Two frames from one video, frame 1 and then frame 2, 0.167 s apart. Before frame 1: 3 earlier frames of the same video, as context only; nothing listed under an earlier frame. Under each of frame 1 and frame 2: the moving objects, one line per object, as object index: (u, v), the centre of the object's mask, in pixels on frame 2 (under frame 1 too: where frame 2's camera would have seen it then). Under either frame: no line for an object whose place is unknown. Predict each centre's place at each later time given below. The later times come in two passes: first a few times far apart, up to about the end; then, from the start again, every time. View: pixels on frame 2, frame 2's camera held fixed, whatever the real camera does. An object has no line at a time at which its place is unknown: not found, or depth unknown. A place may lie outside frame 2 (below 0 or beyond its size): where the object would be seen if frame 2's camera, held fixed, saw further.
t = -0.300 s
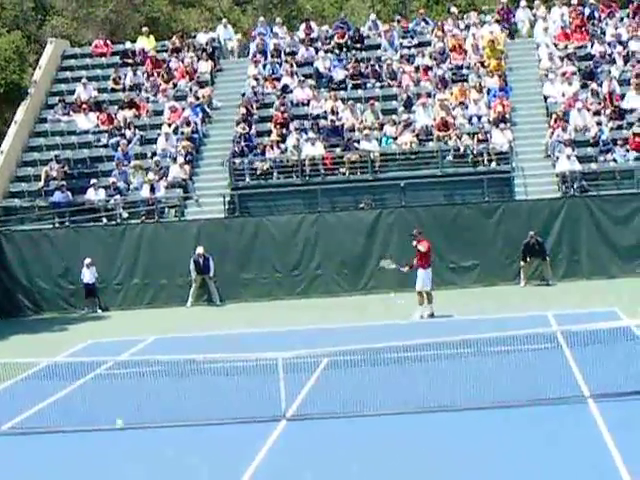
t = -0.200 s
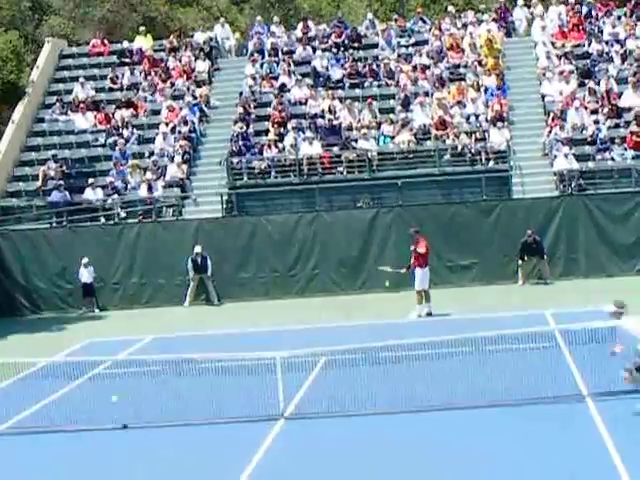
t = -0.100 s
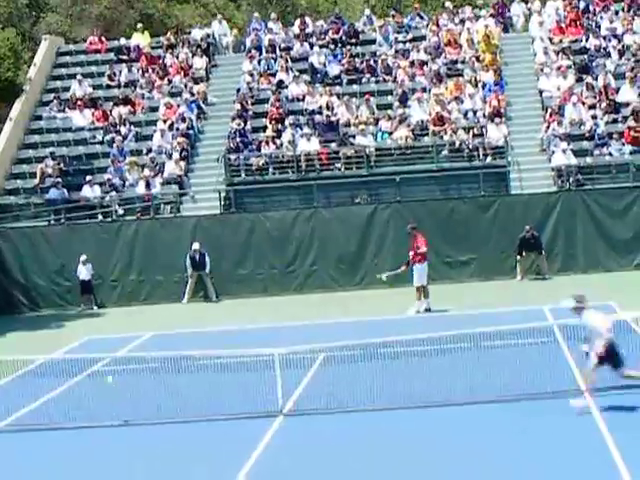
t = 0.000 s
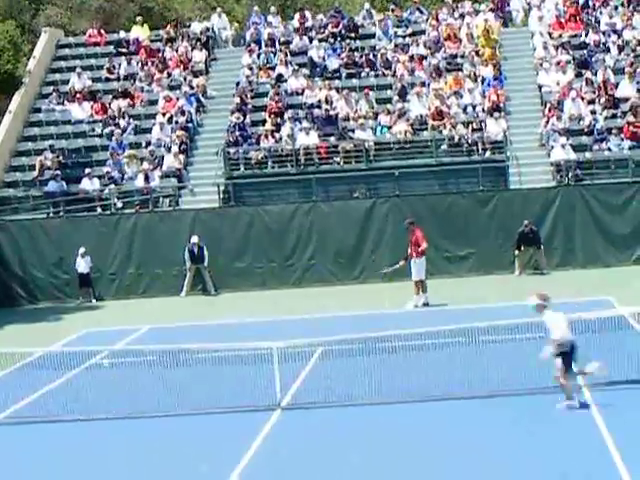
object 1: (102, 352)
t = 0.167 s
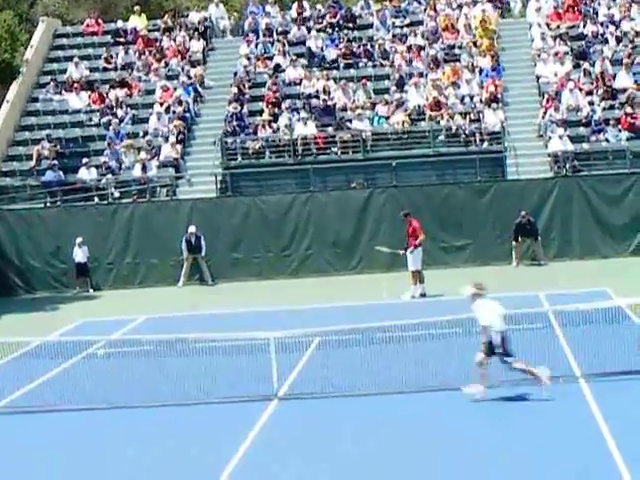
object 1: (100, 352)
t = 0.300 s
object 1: (98, 366)
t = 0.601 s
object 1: (95, 407)
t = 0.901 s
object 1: (86, 412)
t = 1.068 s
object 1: (79, 415)
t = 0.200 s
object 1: (100, 355)
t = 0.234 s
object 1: (99, 358)
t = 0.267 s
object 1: (99, 362)
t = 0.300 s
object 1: (98, 366)
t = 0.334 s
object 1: (99, 371)
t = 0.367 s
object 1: (99, 377)
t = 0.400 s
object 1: (99, 384)
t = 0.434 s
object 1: (99, 391)
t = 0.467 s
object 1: (99, 400)
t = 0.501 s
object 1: (98, 405)
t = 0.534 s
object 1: (98, 405)
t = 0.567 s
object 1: (97, 406)
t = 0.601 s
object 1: (95, 407)
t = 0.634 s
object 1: (94, 408)
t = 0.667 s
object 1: (93, 408)
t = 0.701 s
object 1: (92, 409)
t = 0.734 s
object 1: (91, 409)
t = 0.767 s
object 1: (90, 410)
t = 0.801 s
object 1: (88, 411)
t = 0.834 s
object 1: (88, 411)
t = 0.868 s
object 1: (86, 412)
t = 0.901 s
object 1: (86, 412)
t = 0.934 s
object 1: (85, 413)
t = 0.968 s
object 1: (84, 413)
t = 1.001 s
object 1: (81, 414)
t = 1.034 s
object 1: (81, 414)
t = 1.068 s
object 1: (79, 415)
